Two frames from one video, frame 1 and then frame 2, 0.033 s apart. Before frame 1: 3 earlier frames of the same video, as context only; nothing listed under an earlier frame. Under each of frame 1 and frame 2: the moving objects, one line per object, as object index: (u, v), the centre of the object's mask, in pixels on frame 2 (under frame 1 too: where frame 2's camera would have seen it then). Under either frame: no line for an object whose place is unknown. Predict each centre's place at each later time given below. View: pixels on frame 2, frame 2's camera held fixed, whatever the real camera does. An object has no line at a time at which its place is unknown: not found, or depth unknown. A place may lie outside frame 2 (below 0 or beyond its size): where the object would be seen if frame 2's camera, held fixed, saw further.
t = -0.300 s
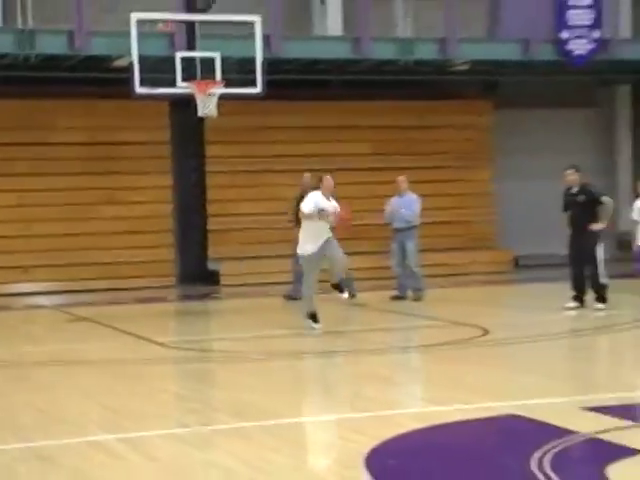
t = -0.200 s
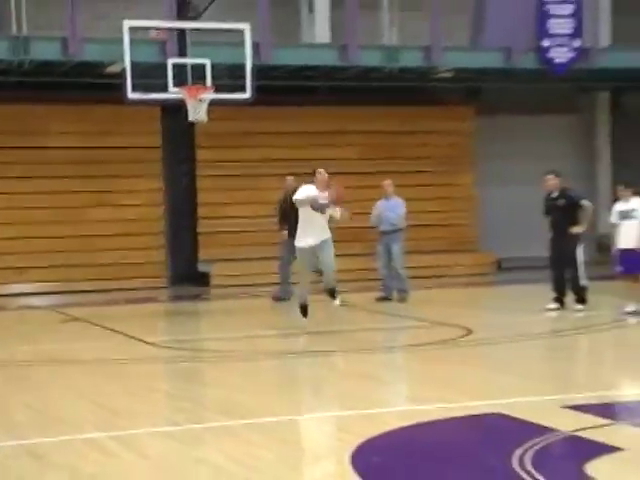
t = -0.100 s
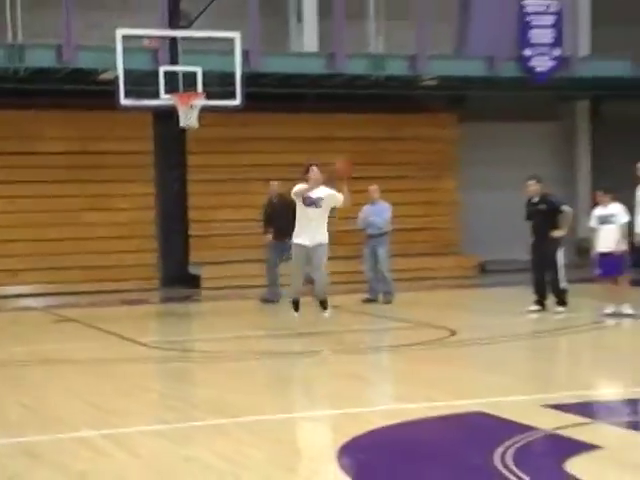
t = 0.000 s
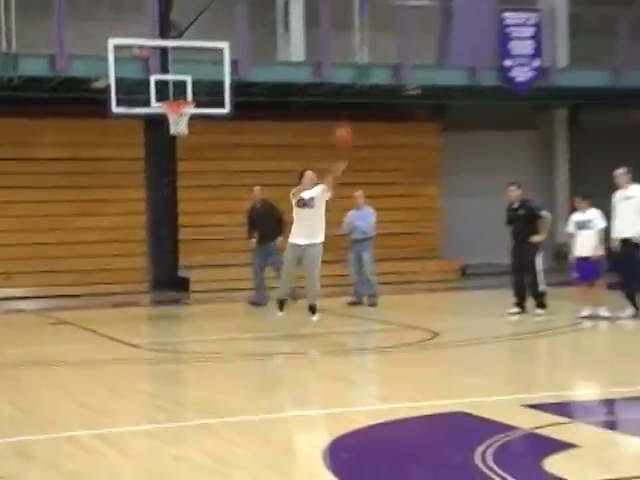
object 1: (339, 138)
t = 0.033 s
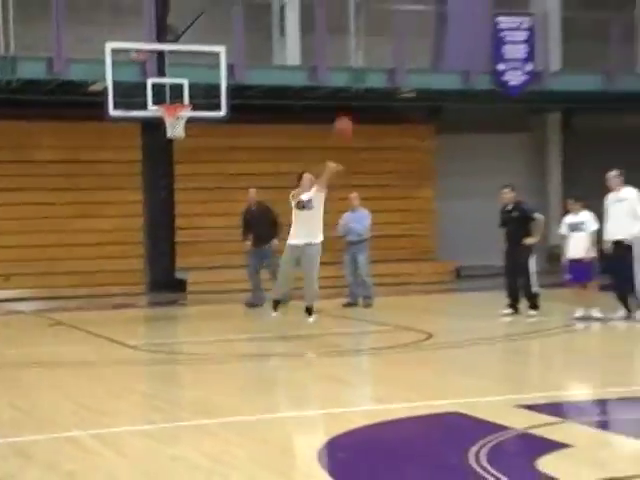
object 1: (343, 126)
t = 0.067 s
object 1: (350, 114)
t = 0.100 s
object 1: (356, 103)
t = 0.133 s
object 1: (363, 91)
